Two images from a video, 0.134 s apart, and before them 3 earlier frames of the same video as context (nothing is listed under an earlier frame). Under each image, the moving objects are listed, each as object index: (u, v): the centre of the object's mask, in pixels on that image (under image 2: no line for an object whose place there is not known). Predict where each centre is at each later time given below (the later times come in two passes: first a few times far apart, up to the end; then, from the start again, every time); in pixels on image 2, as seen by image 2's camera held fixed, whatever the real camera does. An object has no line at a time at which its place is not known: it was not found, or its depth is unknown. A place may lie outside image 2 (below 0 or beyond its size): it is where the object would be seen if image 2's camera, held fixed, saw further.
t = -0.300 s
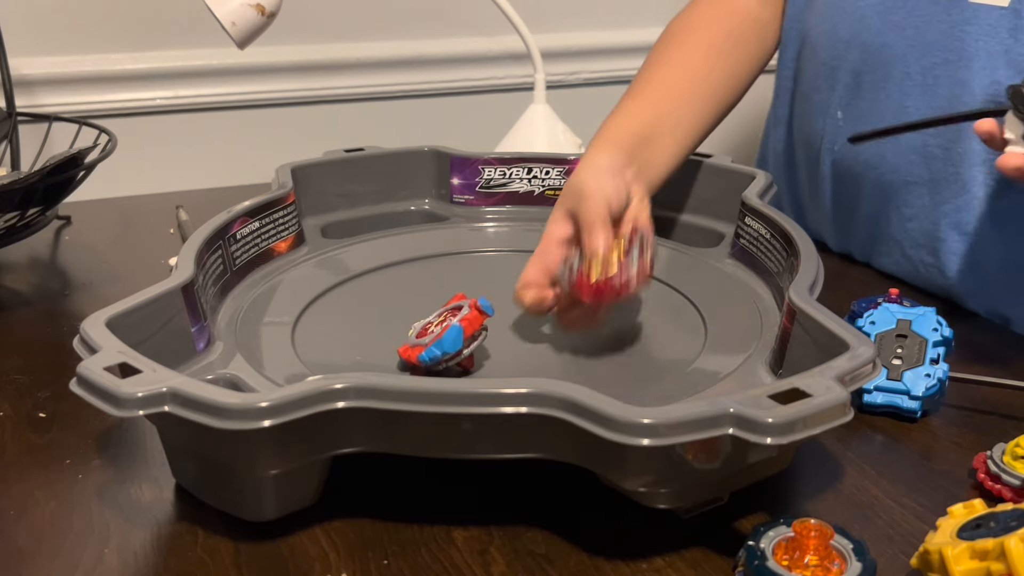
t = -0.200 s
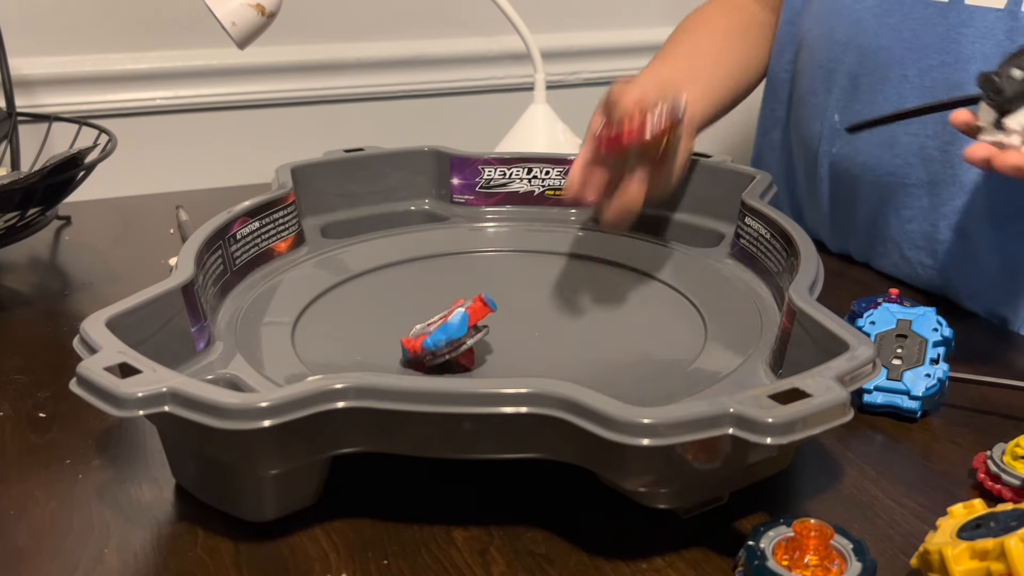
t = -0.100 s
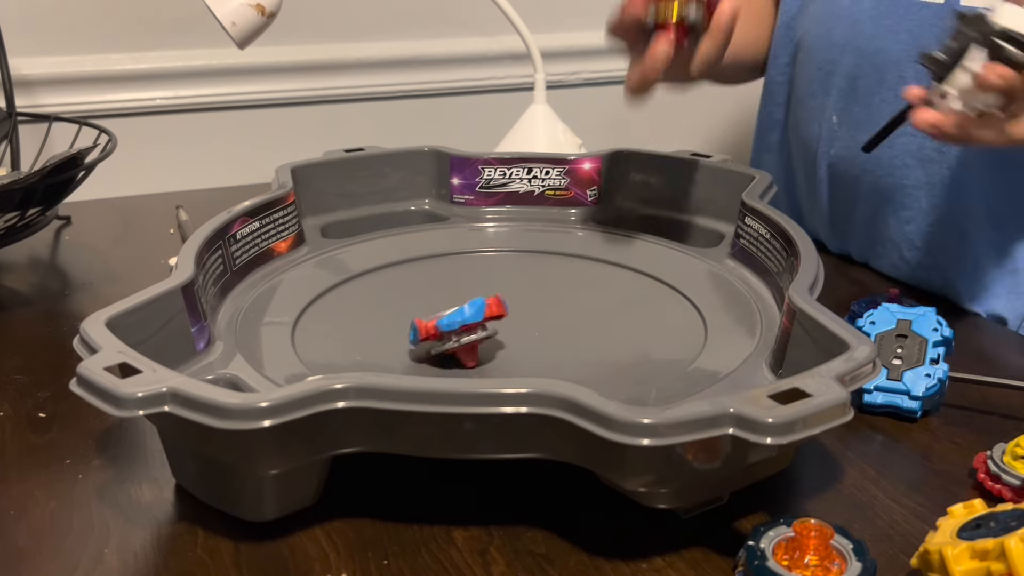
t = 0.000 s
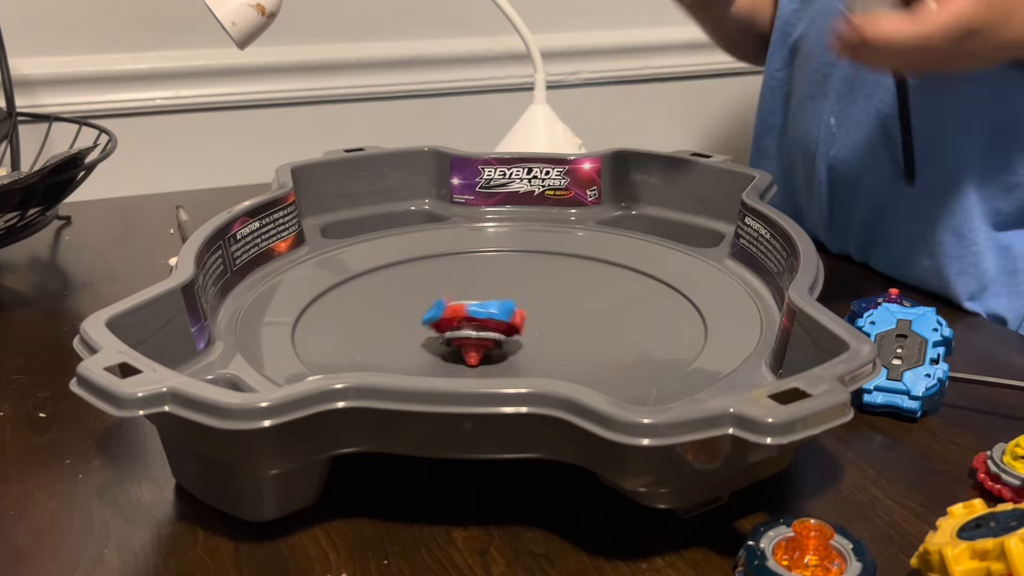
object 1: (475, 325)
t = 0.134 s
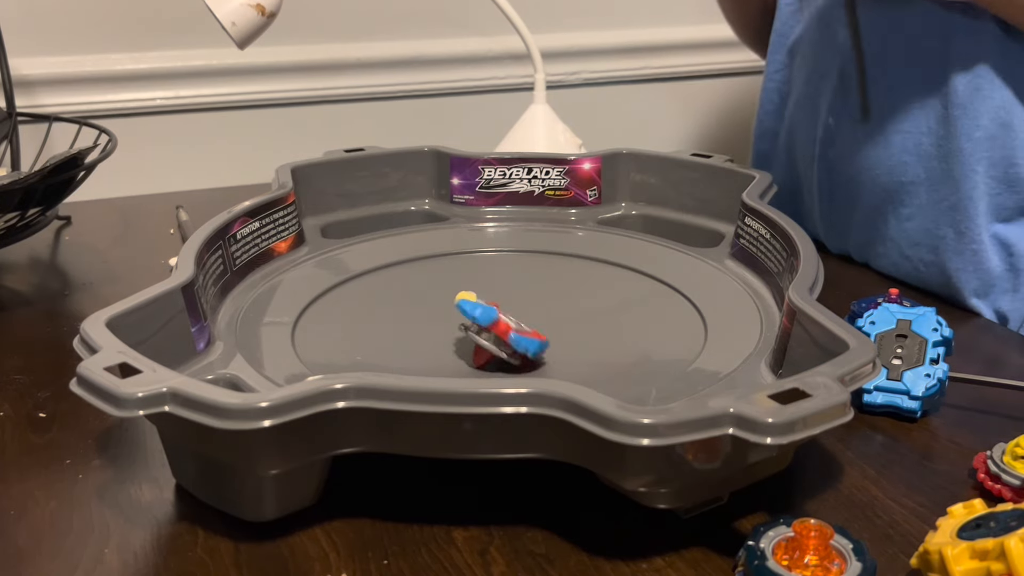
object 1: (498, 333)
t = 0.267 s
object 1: (502, 337)
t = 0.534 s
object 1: (496, 331)
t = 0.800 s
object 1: (473, 324)
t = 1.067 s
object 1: (487, 326)
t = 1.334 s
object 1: (502, 334)
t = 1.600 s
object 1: (501, 332)
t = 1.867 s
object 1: (500, 332)
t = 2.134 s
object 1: (499, 332)
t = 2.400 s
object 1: (499, 332)
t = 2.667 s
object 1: (499, 332)
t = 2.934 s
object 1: (499, 332)
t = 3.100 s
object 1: (499, 332)
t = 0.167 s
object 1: (501, 334)
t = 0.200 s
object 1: (502, 336)
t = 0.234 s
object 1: (502, 337)
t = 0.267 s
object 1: (502, 337)
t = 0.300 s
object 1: (501, 337)
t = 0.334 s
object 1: (502, 337)
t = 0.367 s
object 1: (502, 336)
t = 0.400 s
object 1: (502, 336)
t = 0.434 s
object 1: (502, 335)
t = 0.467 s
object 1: (501, 334)
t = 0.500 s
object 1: (499, 333)
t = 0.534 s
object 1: (496, 331)
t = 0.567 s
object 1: (493, 329)
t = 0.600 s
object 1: (489, 326)
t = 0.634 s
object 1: (486, 326)
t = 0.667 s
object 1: (483, 325)
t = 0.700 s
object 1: (480, 324)
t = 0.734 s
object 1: (477, 324)
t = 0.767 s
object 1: (474, 324)
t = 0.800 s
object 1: (473, 324)
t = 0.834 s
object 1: (472, 324)
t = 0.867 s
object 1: (473, 324)
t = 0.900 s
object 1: (474, 324)
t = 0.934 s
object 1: (476, 324)
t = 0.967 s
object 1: (478, 324)
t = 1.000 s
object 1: (481, 325)
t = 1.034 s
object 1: (484, 325)
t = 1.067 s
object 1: (487, 326)
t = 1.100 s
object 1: (490, 326)
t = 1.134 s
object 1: (492, 327)
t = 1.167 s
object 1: (495, 329)
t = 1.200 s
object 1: (496, 330)
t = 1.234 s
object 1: (500, 332)
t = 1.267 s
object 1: (501, 333)
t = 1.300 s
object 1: (502, 333)
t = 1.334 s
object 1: (502, 334)
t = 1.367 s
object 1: (503, 334)
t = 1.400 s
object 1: (503, 334)
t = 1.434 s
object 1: (503, 334)
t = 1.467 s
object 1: (503, 334)
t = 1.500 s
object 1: (503, 334)
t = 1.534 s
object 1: (502, 333)
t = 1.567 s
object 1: (502, 333)
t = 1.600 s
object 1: (501, 332)
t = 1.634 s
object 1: (500, 332)
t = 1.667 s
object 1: (499, 331)
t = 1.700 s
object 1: (497, 330)
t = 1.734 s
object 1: (496, 329)
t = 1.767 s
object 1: (496, 329)
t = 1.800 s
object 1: (497, 330)
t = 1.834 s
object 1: (499, 331)
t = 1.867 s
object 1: (500, 332)
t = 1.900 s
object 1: (500, 332)
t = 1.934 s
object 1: (500, 332)
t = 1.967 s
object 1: (500, 332)
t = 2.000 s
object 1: (500, 332)
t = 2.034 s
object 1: (499, 331)
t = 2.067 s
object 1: (498, 331)
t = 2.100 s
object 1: (499, 331)
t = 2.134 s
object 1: (499, 332)
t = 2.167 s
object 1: (499, 332)
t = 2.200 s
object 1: (499, 332)
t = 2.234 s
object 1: (499, 332)
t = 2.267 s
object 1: (499, 332)
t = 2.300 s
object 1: (499, 332)
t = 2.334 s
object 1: (499, 332)
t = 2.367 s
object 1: (499, 332)
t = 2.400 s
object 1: (499, 332)
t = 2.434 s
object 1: (499, 332)
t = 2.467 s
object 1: (499, 332)
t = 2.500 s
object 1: (499, 332)
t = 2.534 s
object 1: (499, 332)
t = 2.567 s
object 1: (499, 332)
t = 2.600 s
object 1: (499, 332)
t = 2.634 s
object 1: (499, 332)
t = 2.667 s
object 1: (499, 332)
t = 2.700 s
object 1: (499, 332)
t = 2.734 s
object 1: (499, 332)
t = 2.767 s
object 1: (499, 332)
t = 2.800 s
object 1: (499, 332)
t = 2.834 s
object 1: (499, 332)
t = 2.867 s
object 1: (499, 332)
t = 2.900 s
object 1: (499, 332)
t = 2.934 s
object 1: (499, 332)
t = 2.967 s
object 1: (499, 332)
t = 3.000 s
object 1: (499, 332)
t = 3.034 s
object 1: (499, 332)
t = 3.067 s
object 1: (499, 332)
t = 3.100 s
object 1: (499, 332)
